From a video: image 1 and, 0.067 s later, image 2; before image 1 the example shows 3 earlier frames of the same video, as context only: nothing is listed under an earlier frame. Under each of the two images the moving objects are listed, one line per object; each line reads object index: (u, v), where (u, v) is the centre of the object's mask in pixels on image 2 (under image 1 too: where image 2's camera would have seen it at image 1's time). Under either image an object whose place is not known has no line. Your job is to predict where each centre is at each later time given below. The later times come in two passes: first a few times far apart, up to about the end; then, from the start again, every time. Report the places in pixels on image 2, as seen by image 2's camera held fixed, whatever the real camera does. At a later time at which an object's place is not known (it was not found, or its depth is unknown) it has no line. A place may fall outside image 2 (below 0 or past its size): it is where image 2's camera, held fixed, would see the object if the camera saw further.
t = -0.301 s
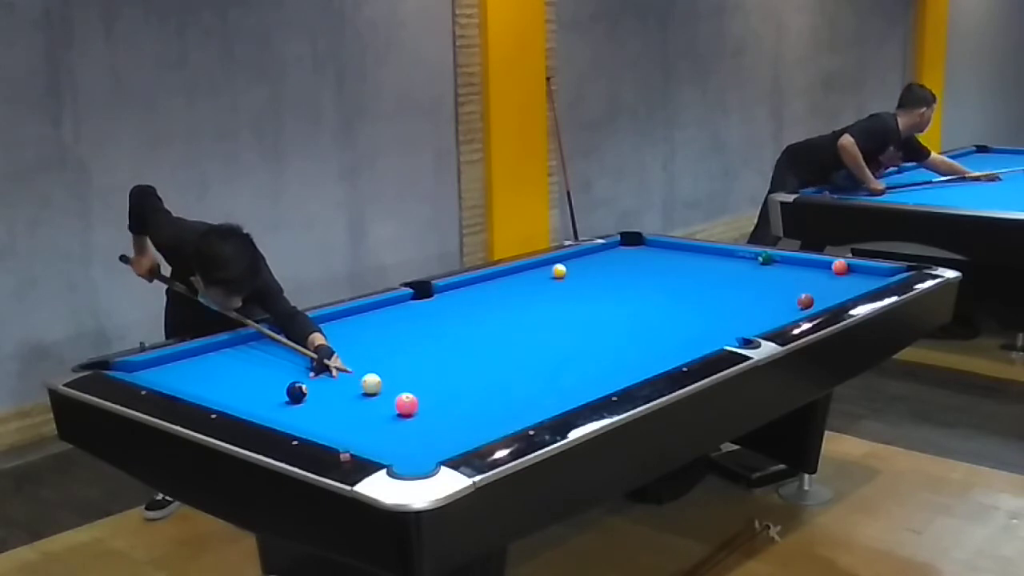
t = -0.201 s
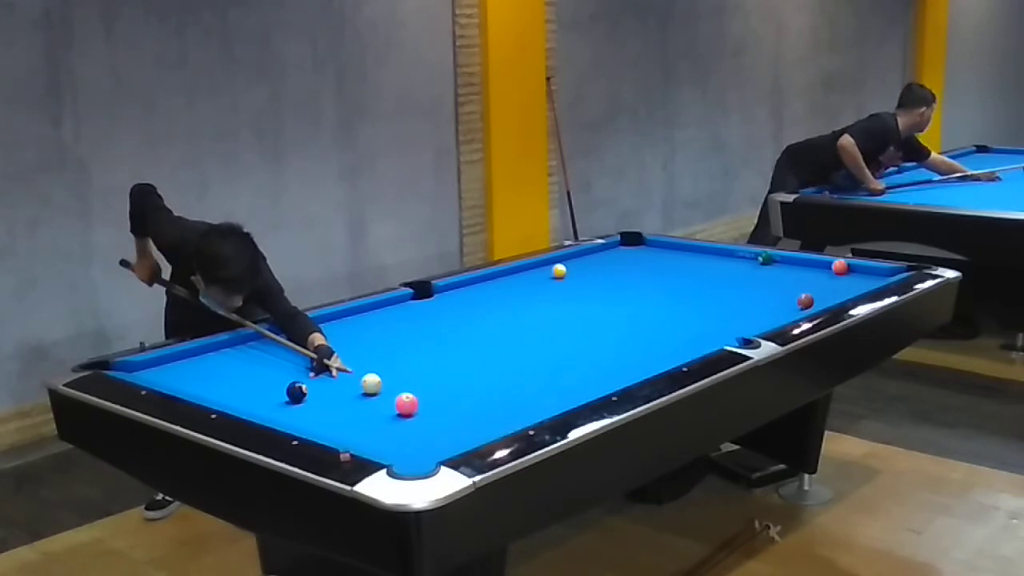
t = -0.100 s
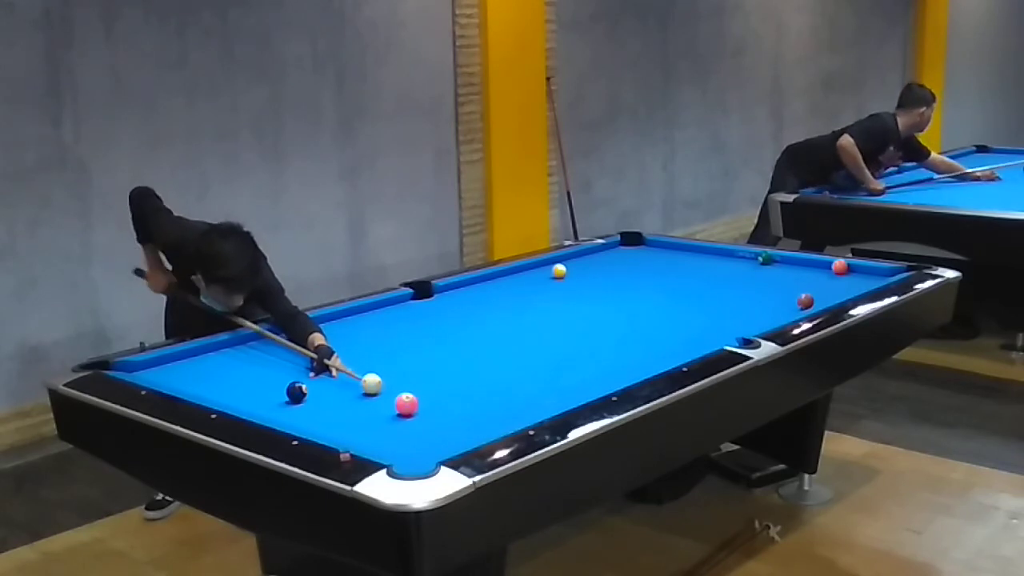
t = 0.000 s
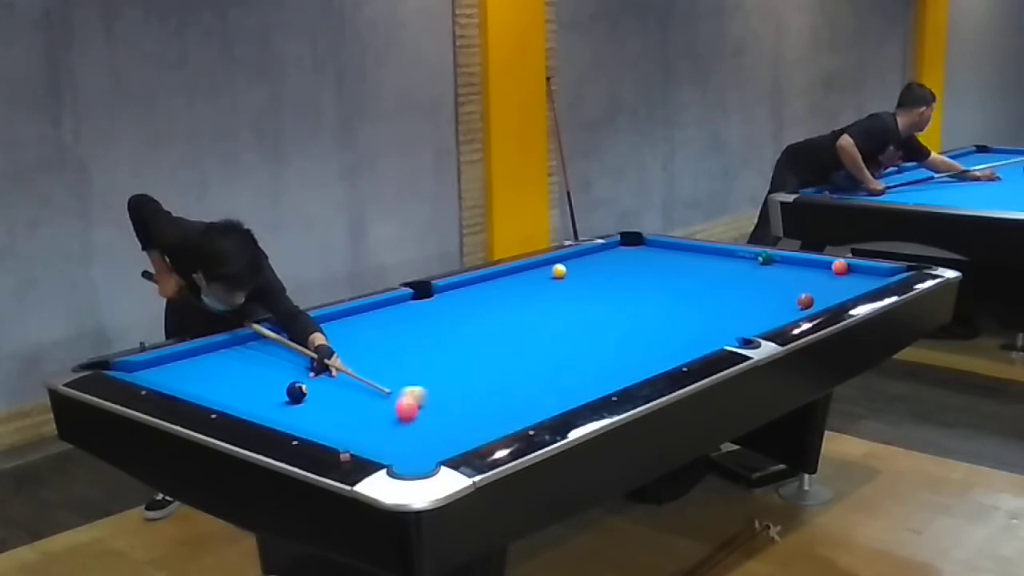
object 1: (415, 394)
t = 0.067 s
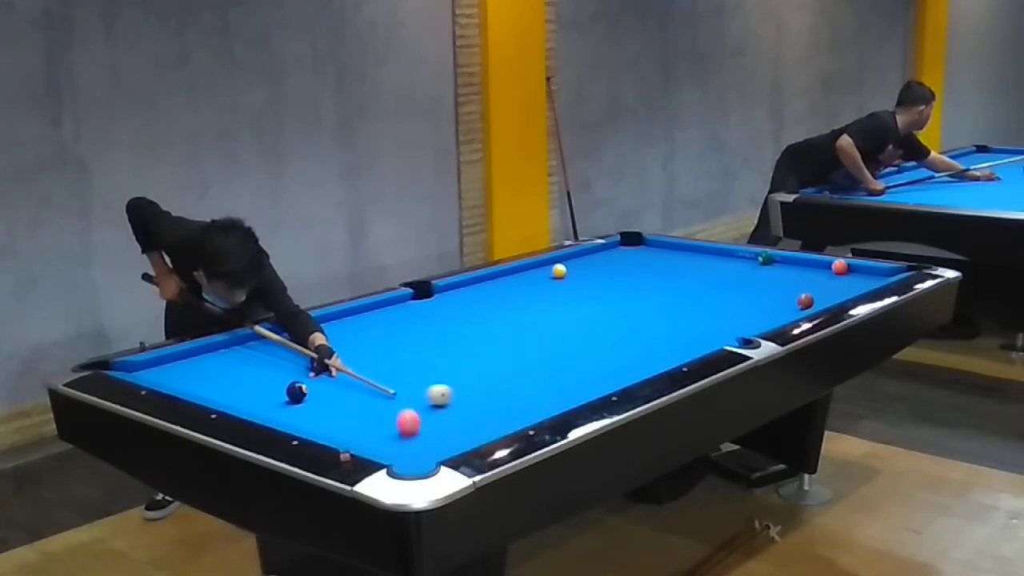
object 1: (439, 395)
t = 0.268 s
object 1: (500, 391)
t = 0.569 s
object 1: (584, 385)
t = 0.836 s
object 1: (620, 371)
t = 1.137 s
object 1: (634, 353)
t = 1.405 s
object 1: (644, 338)
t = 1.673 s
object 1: (653, 325)
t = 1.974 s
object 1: (662, 312)
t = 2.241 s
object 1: (670, 301)
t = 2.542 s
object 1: (677, 290)
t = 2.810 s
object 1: (684, 282)
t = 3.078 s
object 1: (689, 274)
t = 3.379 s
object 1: (695, 267)
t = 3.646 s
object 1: (700, 260)
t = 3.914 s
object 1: (704, 255)
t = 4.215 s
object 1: (706, 250)
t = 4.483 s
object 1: (692, 251)
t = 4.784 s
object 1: (679, 252)
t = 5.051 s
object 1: (669, 253)
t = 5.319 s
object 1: (659, 254)
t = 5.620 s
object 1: (649, 255)
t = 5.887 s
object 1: (642, 256)
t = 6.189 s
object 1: (636, 256)
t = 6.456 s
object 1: (632, 256)
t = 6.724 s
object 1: (629, 257)
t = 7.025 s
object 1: (627, 257)
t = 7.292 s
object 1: (627, 257)
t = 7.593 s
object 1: (627, 257)
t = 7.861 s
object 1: (627, 257)
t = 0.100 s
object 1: (451, 394)
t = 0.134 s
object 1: (461, 394)
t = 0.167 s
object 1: (471, 393)
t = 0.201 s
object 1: (481, 392)
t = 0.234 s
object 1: (490, 392)
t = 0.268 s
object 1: (500, 391)
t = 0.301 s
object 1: (510, 390)
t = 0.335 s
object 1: (519, 390)
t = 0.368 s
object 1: (529, 389)
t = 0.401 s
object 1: (538, 389)
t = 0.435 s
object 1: (547, 388)
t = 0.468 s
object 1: (557, 387)
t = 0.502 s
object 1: (566, 387)
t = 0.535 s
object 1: (575, 386)
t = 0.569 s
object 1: (584, 385)
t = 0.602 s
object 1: (593, 383)
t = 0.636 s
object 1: (602, 382)
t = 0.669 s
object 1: (610, 380)
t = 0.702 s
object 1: (613, 378)
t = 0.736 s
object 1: (615, 377)
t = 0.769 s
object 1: (617, 375)
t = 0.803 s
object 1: (619, 373)
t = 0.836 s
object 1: (620, 371)
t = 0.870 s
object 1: (621, 369)
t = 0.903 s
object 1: (624, 367)
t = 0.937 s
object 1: (625, 365)
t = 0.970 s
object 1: (627, 363)
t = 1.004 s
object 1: (628, 361)
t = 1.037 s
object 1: (629, 359)
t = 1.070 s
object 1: (631, 357)
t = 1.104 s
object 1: (632, 355)
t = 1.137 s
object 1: (634, 353)
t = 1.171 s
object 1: (636, 351)
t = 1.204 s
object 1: (636, 349)
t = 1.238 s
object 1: (638, 347)
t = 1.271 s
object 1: (639, 345)
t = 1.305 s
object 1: (641, 343)
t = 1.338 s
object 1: (642, 342)
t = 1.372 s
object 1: (643, 340)
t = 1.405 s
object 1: (644, 338)
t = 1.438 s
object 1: (645, 336)
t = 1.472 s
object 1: (647, 335)
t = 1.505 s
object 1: (647, 333)
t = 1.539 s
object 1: (649, 331)
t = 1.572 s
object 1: (650, 330)
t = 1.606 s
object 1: (651, 328)
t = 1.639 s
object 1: (652, 326)
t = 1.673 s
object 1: (653, 325)
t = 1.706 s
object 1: (654, 323)
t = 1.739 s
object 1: (655, 322)
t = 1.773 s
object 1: (656, 320)
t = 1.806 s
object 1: (657, 319)
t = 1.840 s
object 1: (658, 317)
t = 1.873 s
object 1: (659, 316)
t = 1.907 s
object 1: (660, 315)
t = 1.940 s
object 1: (661, 313)
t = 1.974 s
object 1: (662, 312)
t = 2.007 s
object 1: (663, 310)
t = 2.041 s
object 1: (664, 309)
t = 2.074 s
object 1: (665, 308)
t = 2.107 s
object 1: (666, 306)
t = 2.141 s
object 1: (667, 305)
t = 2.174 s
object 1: (668, 304)
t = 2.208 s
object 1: (669, 302)
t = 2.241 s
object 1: (670, 301)
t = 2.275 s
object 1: (670, 300)
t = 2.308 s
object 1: (671, 299)
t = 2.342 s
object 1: (672, 298)
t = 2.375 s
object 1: (673, 296)
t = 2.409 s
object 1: (674, 295)
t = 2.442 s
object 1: (675, 294)
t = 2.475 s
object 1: (676, 293)
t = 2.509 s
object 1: (676, 292)
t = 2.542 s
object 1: (677, 290)
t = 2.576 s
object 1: (678, 289)
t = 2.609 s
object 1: (679, 288)
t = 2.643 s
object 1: (680, 287)
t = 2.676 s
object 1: (680, 286)
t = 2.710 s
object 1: (681, 285)
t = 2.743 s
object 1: (682, 284)
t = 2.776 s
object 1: (683, 283)
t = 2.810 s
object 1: (684, 282)
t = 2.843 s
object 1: (684, 281)
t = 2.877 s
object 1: (685, 280)
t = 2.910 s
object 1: (686, 279)
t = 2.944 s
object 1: (686, 278)
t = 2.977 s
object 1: (687, 277)
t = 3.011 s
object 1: (688, 276)
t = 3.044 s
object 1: (689, 275)
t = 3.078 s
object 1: (689, 274)
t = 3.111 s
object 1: (690, 274)
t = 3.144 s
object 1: (690, 272)
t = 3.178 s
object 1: (691, 272)
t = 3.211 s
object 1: (692, 271)
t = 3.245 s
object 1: (693, 270)
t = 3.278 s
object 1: (693, 269)
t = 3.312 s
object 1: (694, 268)
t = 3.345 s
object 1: (694, 267)
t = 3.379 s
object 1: (695, 267)
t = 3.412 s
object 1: (696, 266)
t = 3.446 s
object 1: (696, 265)
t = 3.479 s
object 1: (697, 264)
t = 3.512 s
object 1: (697, 263)
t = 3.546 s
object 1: (698, 262)
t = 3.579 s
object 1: (699, 262)
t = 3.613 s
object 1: (699, 261)
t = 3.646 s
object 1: (700, 260)
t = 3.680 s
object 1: (700, 259)
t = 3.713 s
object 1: (701, 259)
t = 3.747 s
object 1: (701, 258)
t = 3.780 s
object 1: (702, 257)
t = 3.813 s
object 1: (702, 257)
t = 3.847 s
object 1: (703, 256)
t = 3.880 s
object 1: (703, 255)
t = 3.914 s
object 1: (704, 255)
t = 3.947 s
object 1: (705, 254)
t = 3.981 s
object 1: (705, 253)
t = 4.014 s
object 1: (706, 252)
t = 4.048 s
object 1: (706, 252)
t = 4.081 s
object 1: (707, 251)
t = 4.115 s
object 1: (708, 251)
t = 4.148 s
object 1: (708, 250)
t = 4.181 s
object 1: (708, 250)
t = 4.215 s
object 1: (706, 250)
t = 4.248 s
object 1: (704, 250)
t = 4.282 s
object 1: (703, 250)
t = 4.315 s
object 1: (701, 250)
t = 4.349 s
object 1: (699, 250)
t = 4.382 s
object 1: (697, 251)
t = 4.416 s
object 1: (696, 251)
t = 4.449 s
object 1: (694, 251)
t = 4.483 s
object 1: (692, 251)
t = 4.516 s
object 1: (691, 251)
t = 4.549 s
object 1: (689, 251)
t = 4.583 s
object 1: (688, 252)
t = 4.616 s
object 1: (686, 252)
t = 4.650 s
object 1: (685, 252)
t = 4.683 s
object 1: (683, 252)
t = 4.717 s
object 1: (682, 252)
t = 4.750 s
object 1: (680, 252)
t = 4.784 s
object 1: (679, 252)
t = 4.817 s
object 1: (678, 252)
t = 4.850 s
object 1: (676, 252)
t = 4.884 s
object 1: (675, 253)
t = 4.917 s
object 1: (673, 253)
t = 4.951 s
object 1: (672, 253)
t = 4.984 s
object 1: (671, 253)
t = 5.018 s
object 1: (670, 253)
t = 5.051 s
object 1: (669, 253)
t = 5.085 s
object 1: (667, 253)
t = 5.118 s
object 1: (666, 254)
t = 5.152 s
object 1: (665, 254)
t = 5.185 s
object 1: (663, 254)
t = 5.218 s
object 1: (662, 254)
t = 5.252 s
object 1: (661, 254)
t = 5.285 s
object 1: (660, 254)
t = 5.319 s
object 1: (659, 254)
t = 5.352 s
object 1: (657, 254)
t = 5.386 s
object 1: (657, 254)
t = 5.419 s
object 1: (656, 254)
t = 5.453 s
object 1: (654, 255)
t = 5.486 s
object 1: (653, 255)
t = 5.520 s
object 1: (652, 255)
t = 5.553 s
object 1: (651, 255)
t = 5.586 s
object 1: (650, 255)
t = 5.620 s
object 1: (649, 255)
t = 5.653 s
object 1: (648, 255)
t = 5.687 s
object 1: (647, 255)
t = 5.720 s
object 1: (646, 255)
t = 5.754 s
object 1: (646, 255)
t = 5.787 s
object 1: (645, 255)
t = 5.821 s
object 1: (644, 256)
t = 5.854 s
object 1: (643, 256)
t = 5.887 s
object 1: (642, 256)
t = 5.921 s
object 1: (641, 256)
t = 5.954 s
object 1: (641, 256)
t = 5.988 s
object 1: (640, 256)
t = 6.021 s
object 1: (639, 256)
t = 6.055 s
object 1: (638, 256)
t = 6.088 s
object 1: (638, 256)
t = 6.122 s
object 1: (637, 256)
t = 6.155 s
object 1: (636, 256)
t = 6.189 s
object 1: (636, 256)
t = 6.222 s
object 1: (635, 256)
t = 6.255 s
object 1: (634, 256)
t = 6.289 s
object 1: (634, 256)
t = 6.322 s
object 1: (634, 256)
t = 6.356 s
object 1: (633, 257)
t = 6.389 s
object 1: (633, 256)
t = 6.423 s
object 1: (632, 256)
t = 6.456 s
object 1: (632, 256)
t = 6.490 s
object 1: (631, 257)
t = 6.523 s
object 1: (631, 257)
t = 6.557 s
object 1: (630, 257)
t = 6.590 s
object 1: (630, 257)
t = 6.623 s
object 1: (629, 257)
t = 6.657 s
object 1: (629, 257)
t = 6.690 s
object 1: (629, 257)
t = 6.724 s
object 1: (629, 257)
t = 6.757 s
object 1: (628, 257)
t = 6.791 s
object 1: (628, 257)
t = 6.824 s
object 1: (628, 257)
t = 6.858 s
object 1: (628, 257)
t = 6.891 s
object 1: (627, 257)
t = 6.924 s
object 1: (627, 257)
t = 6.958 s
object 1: (627, 257)
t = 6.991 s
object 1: (627, 257)
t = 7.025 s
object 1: (627, 257)
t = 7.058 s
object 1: (627, 257)
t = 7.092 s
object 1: (627, 257)
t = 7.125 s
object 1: (627, 257)
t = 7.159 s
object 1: (627, 257)
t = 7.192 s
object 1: (627, 257)
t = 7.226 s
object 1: (627, 257)
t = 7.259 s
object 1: (627, 257)
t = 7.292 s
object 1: (627, 257)
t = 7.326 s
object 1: (627, 257)
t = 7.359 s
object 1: (627, 257)
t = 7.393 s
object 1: (627, 257)
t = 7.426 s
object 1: (627, 257)
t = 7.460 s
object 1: (627, 257)
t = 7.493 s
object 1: (627, 257)
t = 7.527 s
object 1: (627, 257)
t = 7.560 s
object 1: (627, 257)
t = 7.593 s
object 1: (627, 257)
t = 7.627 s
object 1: (627, 257)
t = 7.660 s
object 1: (627, 257)
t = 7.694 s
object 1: (627, 257)
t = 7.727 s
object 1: (627, 257)
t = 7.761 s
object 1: (627, 257)
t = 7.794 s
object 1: (627, 257)
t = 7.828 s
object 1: (627, 257)
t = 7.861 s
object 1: (627, 257)
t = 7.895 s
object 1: (627, 257)
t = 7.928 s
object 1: (627, 257)
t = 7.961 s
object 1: (627, 257)
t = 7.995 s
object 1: (627, 257)
